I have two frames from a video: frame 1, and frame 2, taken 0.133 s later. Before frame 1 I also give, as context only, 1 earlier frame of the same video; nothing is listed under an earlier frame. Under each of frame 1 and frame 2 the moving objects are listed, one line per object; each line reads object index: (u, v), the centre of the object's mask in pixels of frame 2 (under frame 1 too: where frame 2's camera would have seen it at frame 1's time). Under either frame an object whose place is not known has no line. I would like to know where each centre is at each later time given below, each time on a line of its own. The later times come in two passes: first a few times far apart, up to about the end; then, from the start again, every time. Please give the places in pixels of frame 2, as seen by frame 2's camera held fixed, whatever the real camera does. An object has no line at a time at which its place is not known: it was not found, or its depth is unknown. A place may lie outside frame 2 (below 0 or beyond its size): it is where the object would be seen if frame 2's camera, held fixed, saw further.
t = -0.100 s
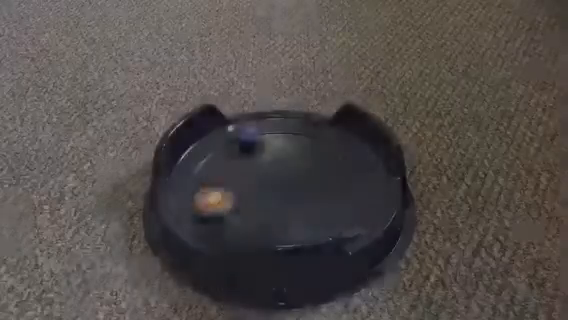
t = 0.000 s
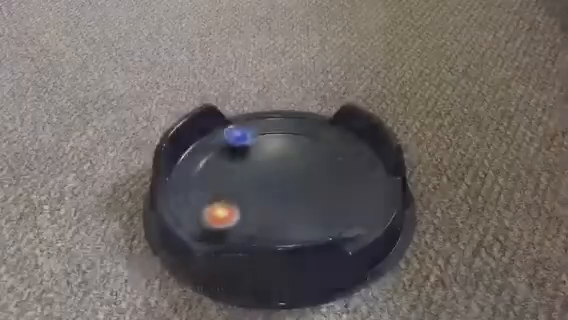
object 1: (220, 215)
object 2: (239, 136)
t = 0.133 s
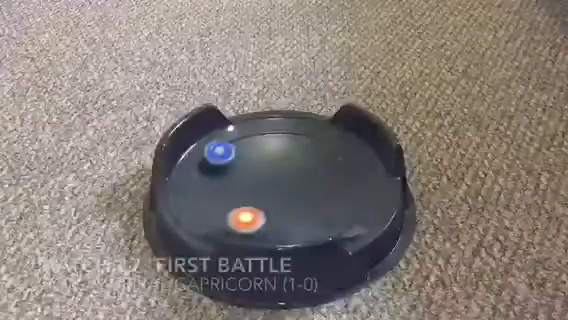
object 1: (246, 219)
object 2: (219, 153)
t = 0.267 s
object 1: (272, 216)
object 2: (219, 179)
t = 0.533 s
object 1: (329, 201)
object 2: (279, 196)
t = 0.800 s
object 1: (351, 179)
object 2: (318, 161)
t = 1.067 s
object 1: (318, 168)
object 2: (286, 146)
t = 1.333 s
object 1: (301, 176)
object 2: (261, 193)
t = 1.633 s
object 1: (284, 192)
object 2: (317, 214)
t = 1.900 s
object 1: (286, 204)
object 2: (325, 181)
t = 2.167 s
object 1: (291, 204)
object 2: (260, 184)
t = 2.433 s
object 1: (281, 195)
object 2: (242, 215)
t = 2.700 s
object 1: (262, 189)
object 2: (293, 208)
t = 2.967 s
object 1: (247, 187)
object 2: (270, 173)
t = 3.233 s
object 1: (246, 192)
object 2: (223, 173)
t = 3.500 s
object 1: (340, 196)
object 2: (209, 193)
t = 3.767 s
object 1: (350, 176)
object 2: (270, 191)
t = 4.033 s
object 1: (319, 167)
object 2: (285, 155)
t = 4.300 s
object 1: (305, 172)
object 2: (256, 151)
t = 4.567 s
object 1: (308, 188)
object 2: (269, 185)
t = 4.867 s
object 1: (398, 211)
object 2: (252, 171)
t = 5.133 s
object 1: (457, 275)
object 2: (226, 186)
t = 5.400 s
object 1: (458, 276)
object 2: (271, 209)
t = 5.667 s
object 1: (459, 276)
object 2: (317, 188)
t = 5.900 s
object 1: (460, 275)
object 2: (307, 161)
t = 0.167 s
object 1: (252, 219)
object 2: (216, 158)
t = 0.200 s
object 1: (259, 218)
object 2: (214, 164)
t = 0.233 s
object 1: (266, 217)
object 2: (215, 172)
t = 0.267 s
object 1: (272, 216)
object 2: (219, 179)
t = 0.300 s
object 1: (278, 214)
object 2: (224, 185)
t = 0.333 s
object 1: (284, 212)
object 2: (230, 191)
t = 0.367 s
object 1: (288, 210)
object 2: (239, 196)
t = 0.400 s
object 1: (293, 208)
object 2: (248, 200)
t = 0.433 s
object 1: (297, 205)
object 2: (259, 202)
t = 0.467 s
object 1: (304, 202)
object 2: (269, 203)
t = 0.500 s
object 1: (317, 199)
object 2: (273, 200)
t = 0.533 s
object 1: (329, 201)
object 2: (279, 196)
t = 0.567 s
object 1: (340, 198)
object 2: (285, 193)
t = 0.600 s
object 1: (347, 195)
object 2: (290, 189)
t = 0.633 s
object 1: (353, 192)
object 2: (297, 184)
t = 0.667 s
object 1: (356, 189)
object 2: (303, 180)
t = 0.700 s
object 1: (356, 186)
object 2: (309, 176)
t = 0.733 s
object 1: (355, 184)
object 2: (313, 172)
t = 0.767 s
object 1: (354, 181)
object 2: (316, 166)
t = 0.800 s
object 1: (351, 179)
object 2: (318, 161)
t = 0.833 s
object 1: (348, 177)
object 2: (319, 156)
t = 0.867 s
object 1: (344, 175)
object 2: (318, 151)
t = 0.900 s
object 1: (340, 173)
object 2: (316, 147)
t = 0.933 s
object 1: (336, 171)
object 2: (312, 144)
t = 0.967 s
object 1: (331, 170)
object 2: (307, 142)
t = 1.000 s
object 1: (327, 169)
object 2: (300, 141)
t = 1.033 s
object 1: (322, 168)
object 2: (293, 143)
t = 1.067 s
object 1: (318, 168)
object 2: (286, 146)
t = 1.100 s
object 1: (314, 168)
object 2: (279, 151)
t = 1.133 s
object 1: (310, 168)
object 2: (275, 157)
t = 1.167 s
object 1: (307, 169)
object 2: (272, 164)
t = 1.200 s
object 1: (303, 170)
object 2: (270, 170)
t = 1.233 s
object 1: (304, 171)
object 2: (265, 176)
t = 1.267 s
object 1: (304, 173)
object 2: (261, 181)
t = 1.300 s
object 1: (303, 175)
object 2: (260, 188)
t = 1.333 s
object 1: (301, 176)
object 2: (261, 193)
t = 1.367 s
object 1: (299, 178)
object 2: (264, 198)
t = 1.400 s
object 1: (297, 179)
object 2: (268, 204)
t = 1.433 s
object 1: (295, 181)
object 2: (273, 207)
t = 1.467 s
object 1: (293, 182)
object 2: (279, 210)
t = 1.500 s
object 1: (291, 184)
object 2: (286, 212)
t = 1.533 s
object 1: (289, 186)
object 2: (294, 214)
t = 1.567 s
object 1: (287, 188)
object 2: (301, 215)
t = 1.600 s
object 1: (285, 190)
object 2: (309, 213)
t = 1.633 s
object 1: (284, 192)
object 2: (317, 214)
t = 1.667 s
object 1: (283, 195)
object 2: (325, 210)
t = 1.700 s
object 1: (283, 196)
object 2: (331, 207)
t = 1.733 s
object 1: (283, 198)
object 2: (335, 203)
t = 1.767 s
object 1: (283, 200)
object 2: (337, 198)
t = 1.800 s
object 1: (284, 201)
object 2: (338, 194)
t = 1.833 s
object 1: (284, 201)
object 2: (334, 188)
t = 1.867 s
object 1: (285, 203)
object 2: (331, 184)
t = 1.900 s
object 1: (286, 204)
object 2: (325, 181)
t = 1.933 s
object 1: (287, 204)
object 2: (318, 179)
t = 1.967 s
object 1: (288, 205)
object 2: (309, 177)
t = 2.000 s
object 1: (289, 205)
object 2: (300, 177)
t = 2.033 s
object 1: (290, 205)
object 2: (291, 176)
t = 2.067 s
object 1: (290, 205)
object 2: (282, 177)
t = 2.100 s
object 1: (291, 205)
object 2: (275, 180)
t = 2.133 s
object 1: (292, 204)
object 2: (267, 182)
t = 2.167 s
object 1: (291, 204)
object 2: (260, 184)
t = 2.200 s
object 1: (291, 203)
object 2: (254, 187)
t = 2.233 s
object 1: (291, 202)
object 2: (249, 190)
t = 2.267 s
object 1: (290, 201)
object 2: (245, 195)
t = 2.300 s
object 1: (288, 199)
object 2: (242, 197)
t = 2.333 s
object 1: (286, 198)
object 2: (240, 202)
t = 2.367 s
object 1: (285, 197)
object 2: (239, 206)
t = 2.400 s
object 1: (283, 196)
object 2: (240, 211)
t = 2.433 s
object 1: (281, 195)
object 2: (242, 215)
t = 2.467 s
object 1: (279, 194)
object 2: (248, 218)
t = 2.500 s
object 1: (276, 193)
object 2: (253, 221)
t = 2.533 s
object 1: (274, 192)
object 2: (261, 222)
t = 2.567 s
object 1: (271, 191)
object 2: (269, 222)
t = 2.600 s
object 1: (269, 190)
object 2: (277, 221)
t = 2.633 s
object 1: (267, 190)
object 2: (284, 219)
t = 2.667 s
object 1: (264, 189)
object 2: (290, 214)
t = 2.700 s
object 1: (262, 189)
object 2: (293, 208)
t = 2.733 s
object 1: (260, 188)
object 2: (295, 203)
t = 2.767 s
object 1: (258, 188)
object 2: (294, 197)
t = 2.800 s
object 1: (256, 187)
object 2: (293, 191)
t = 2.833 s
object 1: (253, 187)
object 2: (290, 187)
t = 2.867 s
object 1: (251, 187)
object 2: (286, 183)
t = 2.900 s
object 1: (250, 187)
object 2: (281, 178)
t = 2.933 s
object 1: (248, 187)
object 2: (275, 175)
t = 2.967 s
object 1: (247, 187)
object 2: (270, 173)
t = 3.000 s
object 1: (246, 187)
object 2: (264, 170)
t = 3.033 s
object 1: (245, 187)
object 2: (257, 168)
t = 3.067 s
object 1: (244, 187)
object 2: (251, 168)
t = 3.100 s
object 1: (244, 187)
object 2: (243, 167)
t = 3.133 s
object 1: (244, 188)
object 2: (238, 167)
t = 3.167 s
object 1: (244, 190)
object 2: (231, 168)
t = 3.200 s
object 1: (244, 191)
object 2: (226, 170)
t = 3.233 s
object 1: (246, 192)
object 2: (223, 173)
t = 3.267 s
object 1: (248, 193)
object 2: (219, 177)
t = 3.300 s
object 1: (250, 193)
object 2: (218, 181)
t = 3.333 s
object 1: (254, 194)
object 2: (221, 186)
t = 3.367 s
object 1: (267, 196)
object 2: (216, 187)
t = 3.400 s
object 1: (288, 199)
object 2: (209, 187)
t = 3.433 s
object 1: (310, 200)
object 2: (207, 187)
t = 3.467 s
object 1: (326, 199)
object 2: (206, 189)
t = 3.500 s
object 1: (340, 196)
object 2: (209, 193)
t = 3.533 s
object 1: (350, 194)
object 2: (215, 196)
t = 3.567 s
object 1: (355, 190)
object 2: (222, 198)
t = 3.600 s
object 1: (358, 188)
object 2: (231, 200)
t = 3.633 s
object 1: (358, 185)
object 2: (239, 199)
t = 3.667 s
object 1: (357, 183)
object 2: (247, 199)
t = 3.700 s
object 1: (356, 181)
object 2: (255, 197)
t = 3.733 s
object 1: (354, 178)
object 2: (263, 194)
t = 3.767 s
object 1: (350, 176)
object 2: (270, 191)
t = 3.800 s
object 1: (347, 175)
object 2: (274, 188)
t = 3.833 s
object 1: (343, 173)
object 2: (278, 183)
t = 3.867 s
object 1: (339, 171)
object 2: (281, 178)
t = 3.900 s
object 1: (335, 170)
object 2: (283, 173)
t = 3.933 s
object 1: (330, 169)
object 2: (285, 170)
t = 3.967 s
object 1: (326, 168)
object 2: (286, 164)
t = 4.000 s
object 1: (322, 167)
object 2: (286, 160)
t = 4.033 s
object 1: (319, 167)
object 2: (285, 155)
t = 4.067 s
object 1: (316, 166)
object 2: (284, 152)
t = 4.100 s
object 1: (314, 167)
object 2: (281, 148)
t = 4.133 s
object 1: (313, 167)
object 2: (277, 143)
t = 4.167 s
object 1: (312, 167)
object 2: (273, 141)
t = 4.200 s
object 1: (310, 168)
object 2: (269, 141)
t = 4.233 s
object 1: (308, 169)
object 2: (263, 142)
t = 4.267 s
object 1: (307, 170)
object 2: (258, 146)
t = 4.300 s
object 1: (305, 172)
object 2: (256, 151)
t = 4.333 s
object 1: (303, 173)
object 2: (254, 155)
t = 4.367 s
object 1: (302, 175)
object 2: (255, 161)
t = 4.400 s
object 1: (300, 176)
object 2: (257, 166)
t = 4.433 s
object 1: (299, 178)
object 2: (261, 170)
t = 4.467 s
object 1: (297, 179)
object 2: (265, 175)
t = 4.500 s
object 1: (302, 183)
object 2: (265, 179)
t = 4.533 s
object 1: (306, 186)
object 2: (266, 182)
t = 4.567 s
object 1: (308, 188)
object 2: (269, 185)
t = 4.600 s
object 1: (309, 190)
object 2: (273, 187)
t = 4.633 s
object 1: (311, 191)
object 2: (278, 190)
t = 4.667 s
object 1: (316, 193)
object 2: (280, 191)
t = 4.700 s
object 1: (320, 194)
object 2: (284, 192)
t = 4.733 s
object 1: (322, 195)
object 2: (289, 193)
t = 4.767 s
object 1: (333, 197)
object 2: (288, 191)
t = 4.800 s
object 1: (359, 202)
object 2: (273, 183)
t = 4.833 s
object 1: (380, 206)
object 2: (262, 176)
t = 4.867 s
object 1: (398, 211)
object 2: (252, 171)
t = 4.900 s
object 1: (417, 223)
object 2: (244, 167)
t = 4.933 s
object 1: (435, 239)
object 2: (238, 165)
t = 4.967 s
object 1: (453, 269)
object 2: (235, 167)
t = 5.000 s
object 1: (458, 269)
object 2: (231, 169)
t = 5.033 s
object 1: (458, 269)
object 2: (228, 173)
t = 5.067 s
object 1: (457, 271)
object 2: (226, 177)
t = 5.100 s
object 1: (455, 278)
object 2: (225, 182)
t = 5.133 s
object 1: (457, 275)
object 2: (226, 186)
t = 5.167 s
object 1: (458, 276)
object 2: (228, 191)
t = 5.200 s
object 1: (458, 276)
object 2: (231, 195)
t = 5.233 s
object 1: (458, 276)
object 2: (235, 198)
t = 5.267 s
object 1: (458, 276)
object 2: (242, 203)
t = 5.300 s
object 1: (458, 276)
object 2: (248, 205)
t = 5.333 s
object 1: (458, 276)
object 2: (256, 207)
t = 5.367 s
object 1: (458, 276)
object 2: (263, 209)
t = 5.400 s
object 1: (458, 276)
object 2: (271, 209)
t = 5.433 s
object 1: (458, 276)
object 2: (278, 209)
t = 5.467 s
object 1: (458, 276)
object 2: (286, 208)
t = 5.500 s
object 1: (458, 276)
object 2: (293, 206)
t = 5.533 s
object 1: (458, 276)
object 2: (300, 204)
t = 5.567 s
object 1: (458, 276)
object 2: (305, 200)
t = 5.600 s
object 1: (458, 276)
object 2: (310, 196)
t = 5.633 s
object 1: (459, 276)
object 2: (314, 192)
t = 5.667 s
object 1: (459, 276)
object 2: (317, 188)
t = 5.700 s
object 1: (459, 276)
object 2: (319, 184)
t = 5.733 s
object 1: (459, 276)
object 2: (319, 179)
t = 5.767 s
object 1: (460, 276)
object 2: (319, 175)
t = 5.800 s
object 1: (460, 276)
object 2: (317, 171)
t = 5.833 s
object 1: (460, 276)
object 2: (315, 167)
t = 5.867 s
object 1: (460, 276)
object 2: (312, 164)
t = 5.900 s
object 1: (460, 275)
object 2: (307, 161)
